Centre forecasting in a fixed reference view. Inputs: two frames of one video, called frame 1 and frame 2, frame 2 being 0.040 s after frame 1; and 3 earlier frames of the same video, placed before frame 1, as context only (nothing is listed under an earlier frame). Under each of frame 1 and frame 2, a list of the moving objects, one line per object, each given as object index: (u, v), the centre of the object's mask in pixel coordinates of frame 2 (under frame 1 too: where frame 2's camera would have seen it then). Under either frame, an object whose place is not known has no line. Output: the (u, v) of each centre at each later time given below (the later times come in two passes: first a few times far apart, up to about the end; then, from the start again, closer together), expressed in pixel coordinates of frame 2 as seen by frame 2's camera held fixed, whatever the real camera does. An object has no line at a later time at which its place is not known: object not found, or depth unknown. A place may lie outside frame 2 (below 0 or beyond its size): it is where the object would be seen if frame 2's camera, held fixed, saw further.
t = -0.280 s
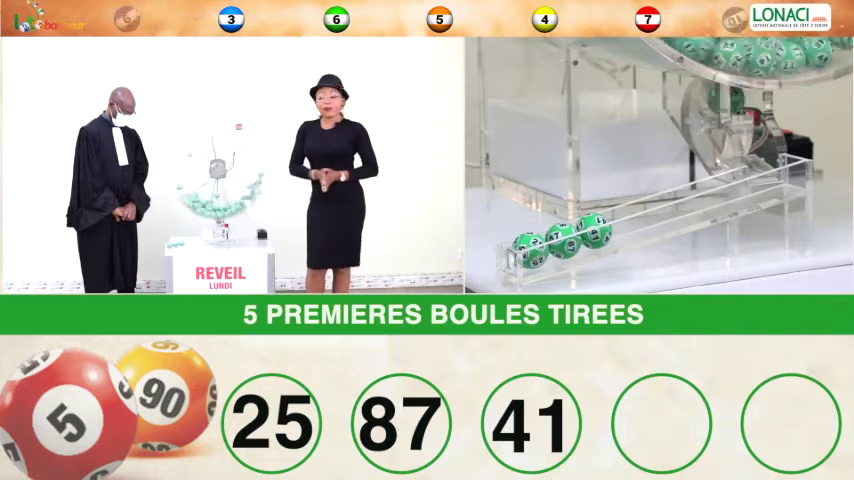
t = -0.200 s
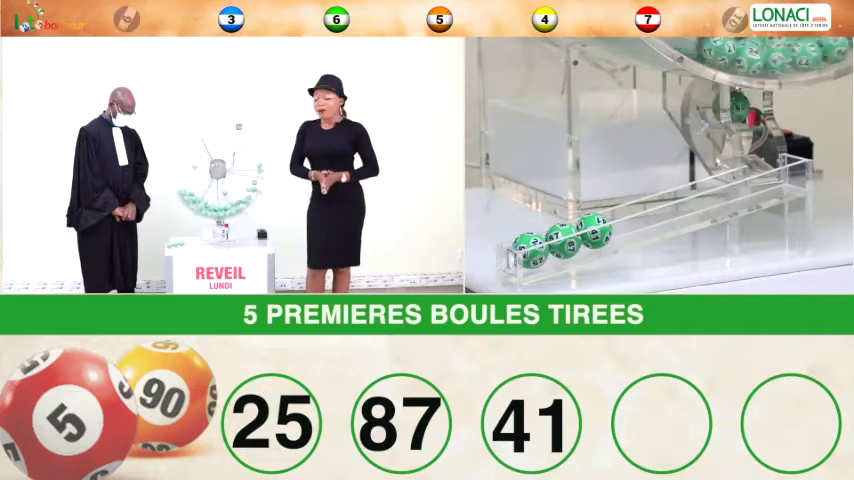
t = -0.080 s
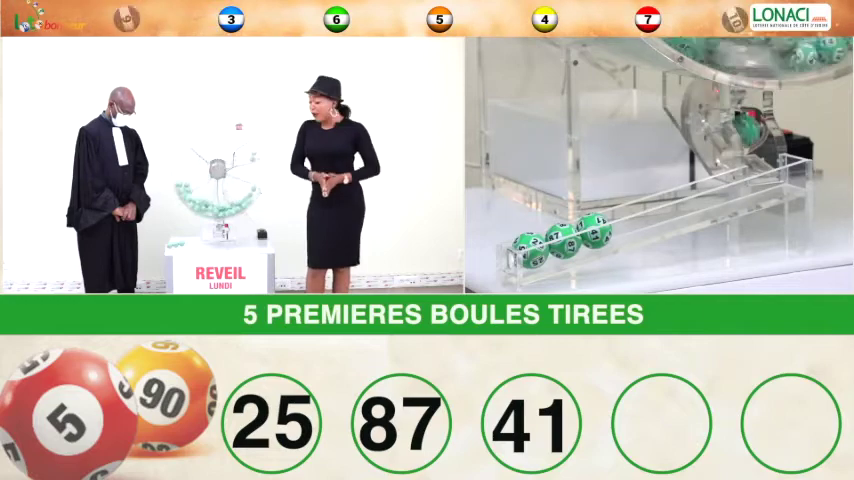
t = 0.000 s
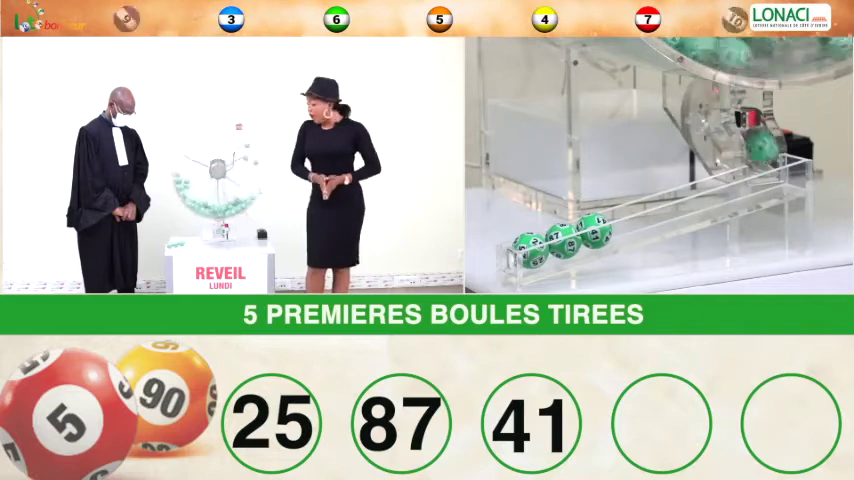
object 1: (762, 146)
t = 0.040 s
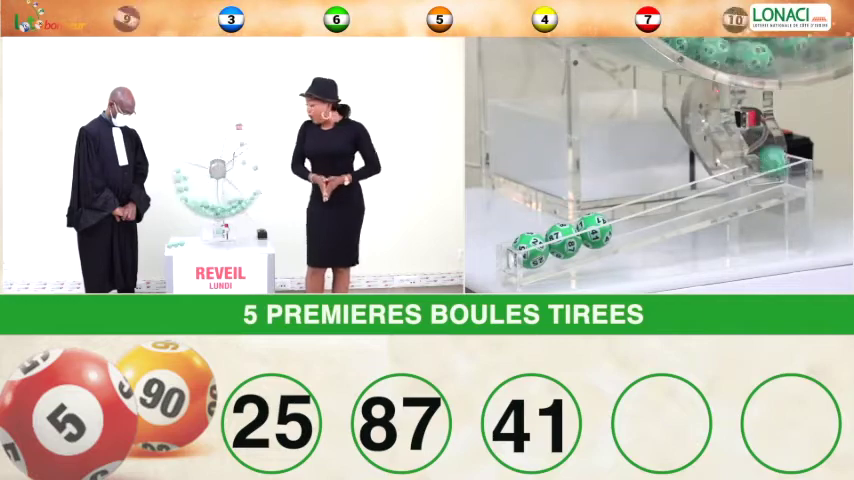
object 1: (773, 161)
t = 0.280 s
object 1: (775, 170)
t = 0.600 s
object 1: (743, 185)
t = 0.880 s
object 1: (652, 213)
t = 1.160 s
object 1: (626, 221)
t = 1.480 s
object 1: (626, 221)
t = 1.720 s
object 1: (626, 221)
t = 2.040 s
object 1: (626, 221)
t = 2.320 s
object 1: (626, 221)
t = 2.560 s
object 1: (626, 221)
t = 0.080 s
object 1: (771, 169)
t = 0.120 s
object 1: (771, 164)
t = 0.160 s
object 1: (771, 171)
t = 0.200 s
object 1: (767, 170)
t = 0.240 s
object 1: (772, 172)
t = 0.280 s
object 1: (775, 170)
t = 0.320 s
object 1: (775, 173)
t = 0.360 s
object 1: (774, 174)
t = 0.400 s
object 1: (772, 175)
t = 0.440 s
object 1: (768, 175)
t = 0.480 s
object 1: (763, 178)
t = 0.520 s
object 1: (758, 181)
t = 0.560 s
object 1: (751, 182)
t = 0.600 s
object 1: (743, 185)
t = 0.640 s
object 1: (734, 188)
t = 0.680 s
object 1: (722, 191)
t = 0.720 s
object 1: (712, 195)
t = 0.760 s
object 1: (698, 200)
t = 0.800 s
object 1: (685, 204)
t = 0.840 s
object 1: (669, 208)
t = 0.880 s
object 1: (652, 213)
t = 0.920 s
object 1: (634, 219)
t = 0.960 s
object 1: (626, 220)
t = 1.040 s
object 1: (629, 220)
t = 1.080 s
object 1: (629, 220)
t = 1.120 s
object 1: (627, 221)
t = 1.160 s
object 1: (626, 221)
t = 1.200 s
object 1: (626, 221)
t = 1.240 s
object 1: (626, 221)
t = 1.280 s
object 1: (626, 222)
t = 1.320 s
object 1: (626, 222)
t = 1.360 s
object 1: (626, 222)
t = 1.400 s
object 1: (626, 221)
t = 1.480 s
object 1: (626, 221)
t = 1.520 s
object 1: (626, 221)
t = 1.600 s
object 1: (626, 221)
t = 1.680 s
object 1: (626, 221)
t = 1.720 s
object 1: (626, 221)
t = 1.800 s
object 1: (626, 221)
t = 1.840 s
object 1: (626, 221)
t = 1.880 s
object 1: (626, 221)
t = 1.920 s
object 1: (626, 221)
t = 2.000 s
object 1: (626, 221)
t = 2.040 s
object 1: (626, 221)
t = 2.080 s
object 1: (626, 221)
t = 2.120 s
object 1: (626, 221)
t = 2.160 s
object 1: (626, 221)
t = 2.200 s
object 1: (626, 221)
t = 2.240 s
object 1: (626, 221)
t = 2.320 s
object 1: (626, 221)
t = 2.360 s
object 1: (626, 221)
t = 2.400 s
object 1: (626, 221)
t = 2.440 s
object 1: (626, 221)
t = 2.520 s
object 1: (626, 221)
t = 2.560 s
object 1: (626, 221)
